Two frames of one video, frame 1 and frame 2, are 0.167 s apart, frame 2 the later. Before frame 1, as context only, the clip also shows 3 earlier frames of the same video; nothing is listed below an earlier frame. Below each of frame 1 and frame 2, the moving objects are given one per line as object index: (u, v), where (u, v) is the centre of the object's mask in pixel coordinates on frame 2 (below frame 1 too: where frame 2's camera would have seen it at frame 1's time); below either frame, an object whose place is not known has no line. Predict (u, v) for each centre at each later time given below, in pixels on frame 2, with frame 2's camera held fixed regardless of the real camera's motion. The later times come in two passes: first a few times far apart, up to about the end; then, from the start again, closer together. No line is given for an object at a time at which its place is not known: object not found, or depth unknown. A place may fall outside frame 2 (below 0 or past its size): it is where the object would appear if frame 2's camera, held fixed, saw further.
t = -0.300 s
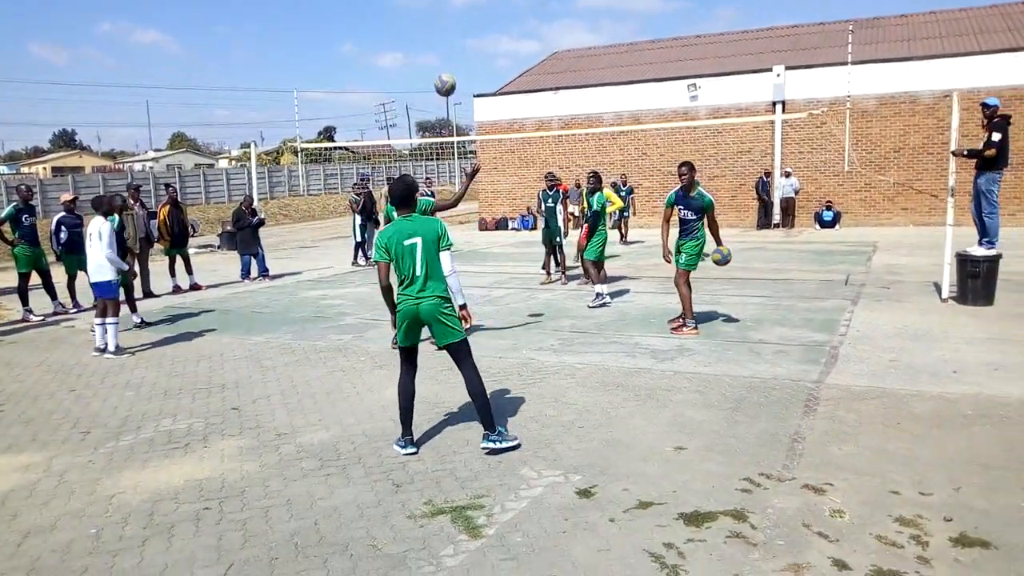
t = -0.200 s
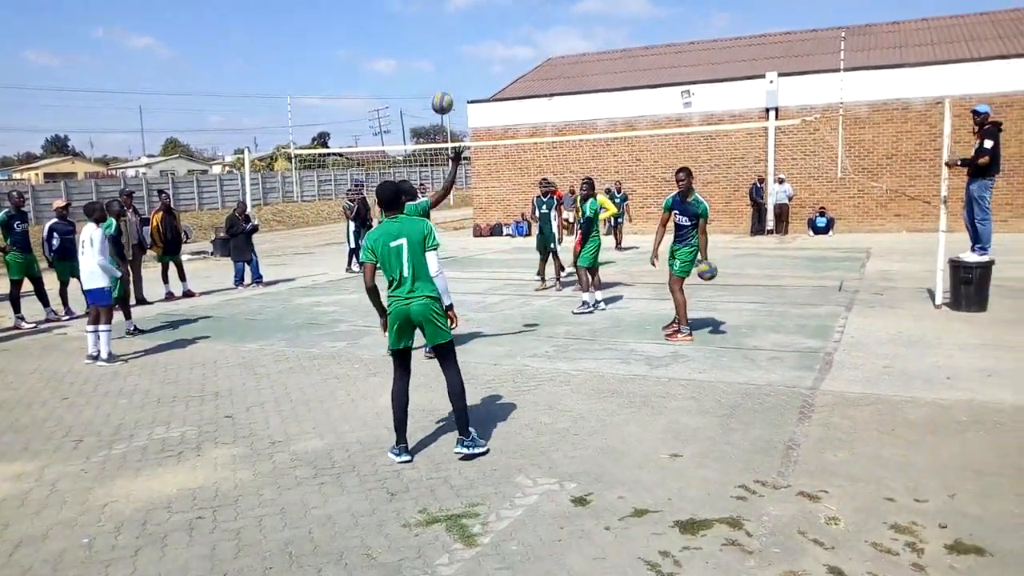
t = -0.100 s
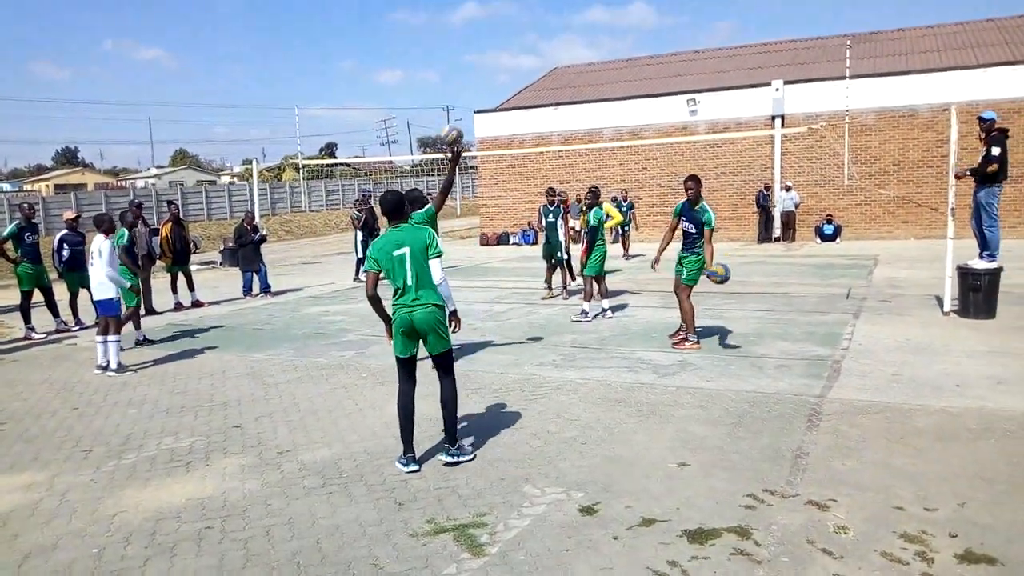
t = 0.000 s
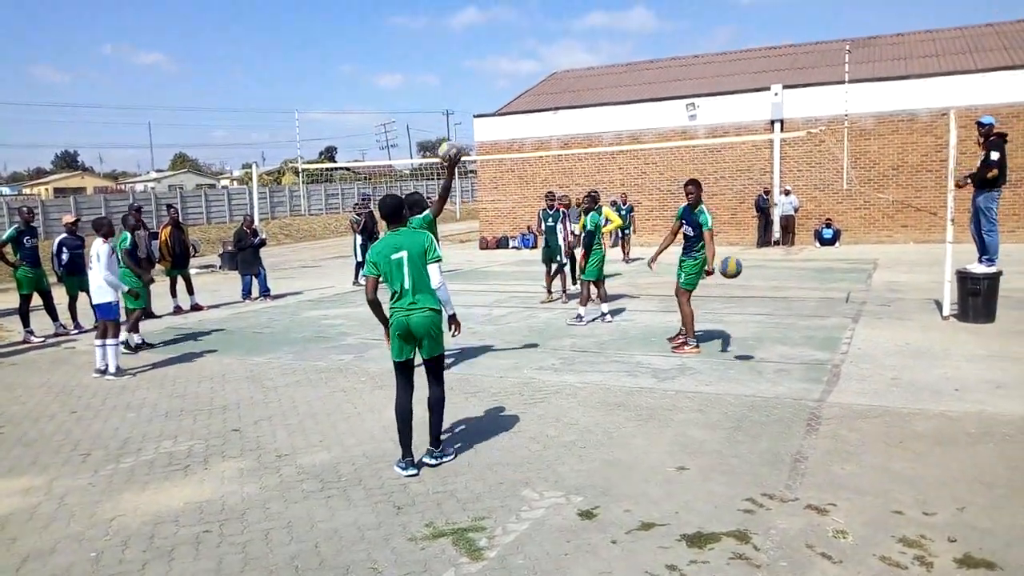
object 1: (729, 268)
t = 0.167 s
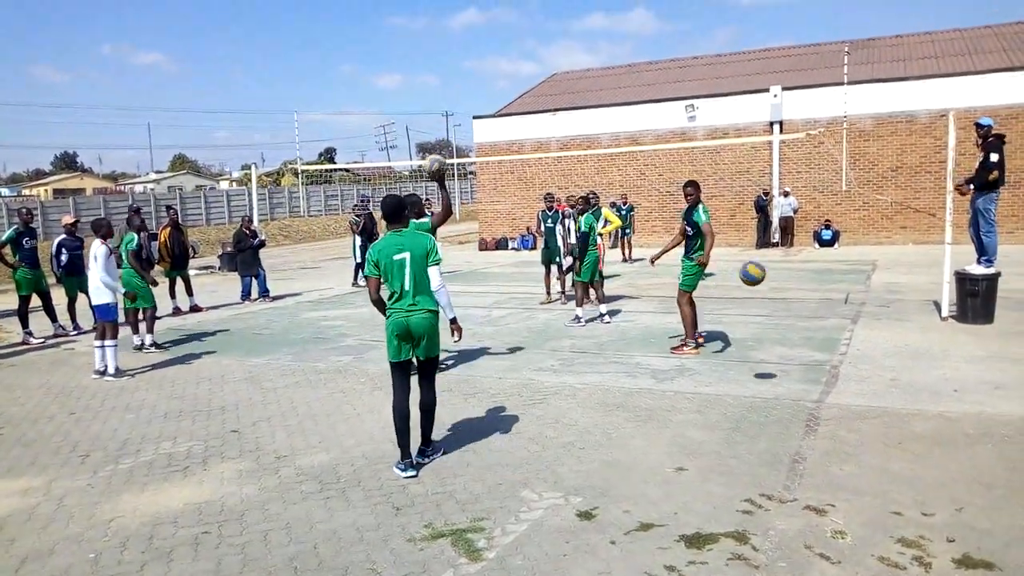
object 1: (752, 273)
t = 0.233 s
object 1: (763, 285)
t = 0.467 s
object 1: (810, 391)
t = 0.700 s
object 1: (879, 406)
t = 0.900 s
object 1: (961, 386)
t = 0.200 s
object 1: (758, 279)
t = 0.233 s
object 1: (763, 285)
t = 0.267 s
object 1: (769, 293)
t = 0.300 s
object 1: (775, 303)
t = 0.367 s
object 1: (788, 331)
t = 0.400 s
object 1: (795, 348)
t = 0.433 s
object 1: (803, 368)
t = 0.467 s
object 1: (810, 391)
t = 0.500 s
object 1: (819, 416)
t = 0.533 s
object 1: (828, 445)
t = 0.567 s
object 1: (836, 450)
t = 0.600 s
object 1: (846, 437)
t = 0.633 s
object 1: (856, 425)
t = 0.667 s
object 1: (867, 415)
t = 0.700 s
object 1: (879, 406)
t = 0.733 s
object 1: (891, 398)
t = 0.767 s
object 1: (904, 392)
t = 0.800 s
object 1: (917, 387)
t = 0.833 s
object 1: (931, 384)
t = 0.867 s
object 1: (945, 384)
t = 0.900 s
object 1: (961, 386)
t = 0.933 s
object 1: (978, 391)
